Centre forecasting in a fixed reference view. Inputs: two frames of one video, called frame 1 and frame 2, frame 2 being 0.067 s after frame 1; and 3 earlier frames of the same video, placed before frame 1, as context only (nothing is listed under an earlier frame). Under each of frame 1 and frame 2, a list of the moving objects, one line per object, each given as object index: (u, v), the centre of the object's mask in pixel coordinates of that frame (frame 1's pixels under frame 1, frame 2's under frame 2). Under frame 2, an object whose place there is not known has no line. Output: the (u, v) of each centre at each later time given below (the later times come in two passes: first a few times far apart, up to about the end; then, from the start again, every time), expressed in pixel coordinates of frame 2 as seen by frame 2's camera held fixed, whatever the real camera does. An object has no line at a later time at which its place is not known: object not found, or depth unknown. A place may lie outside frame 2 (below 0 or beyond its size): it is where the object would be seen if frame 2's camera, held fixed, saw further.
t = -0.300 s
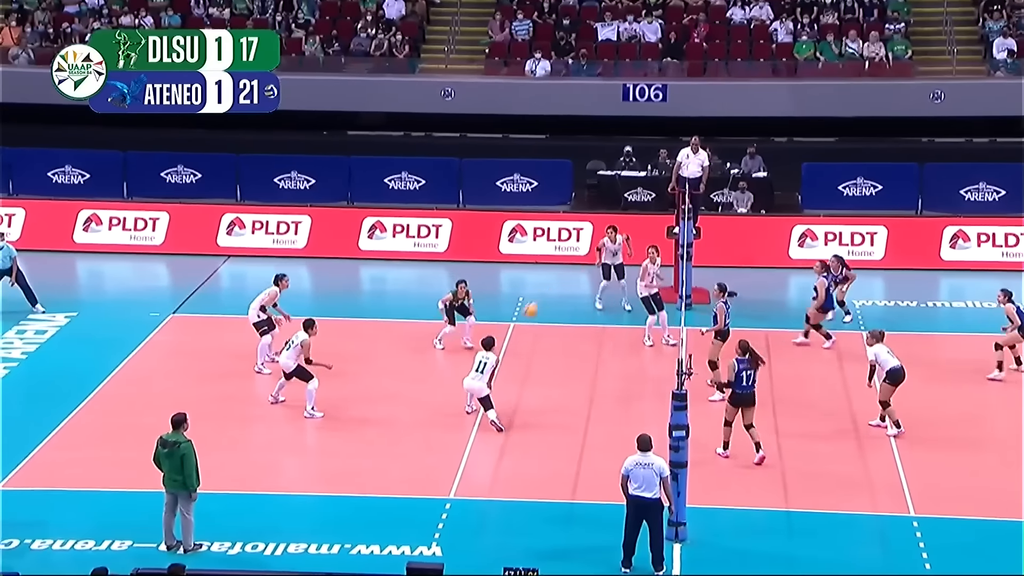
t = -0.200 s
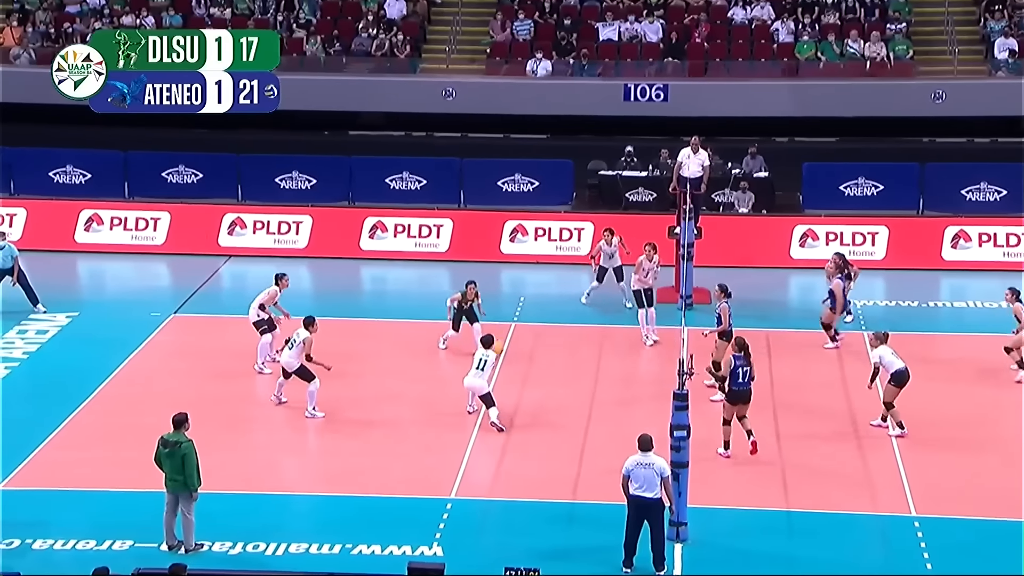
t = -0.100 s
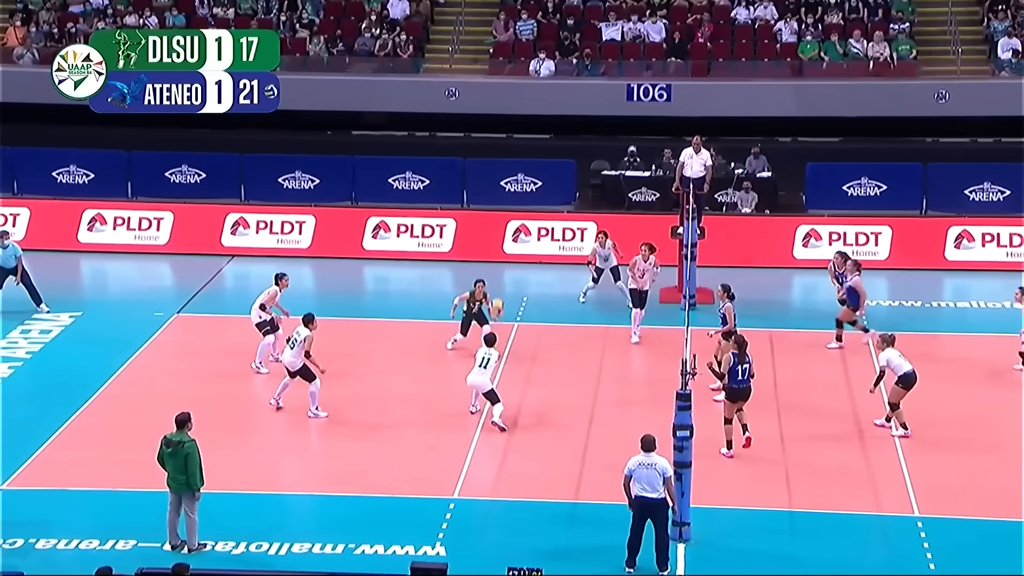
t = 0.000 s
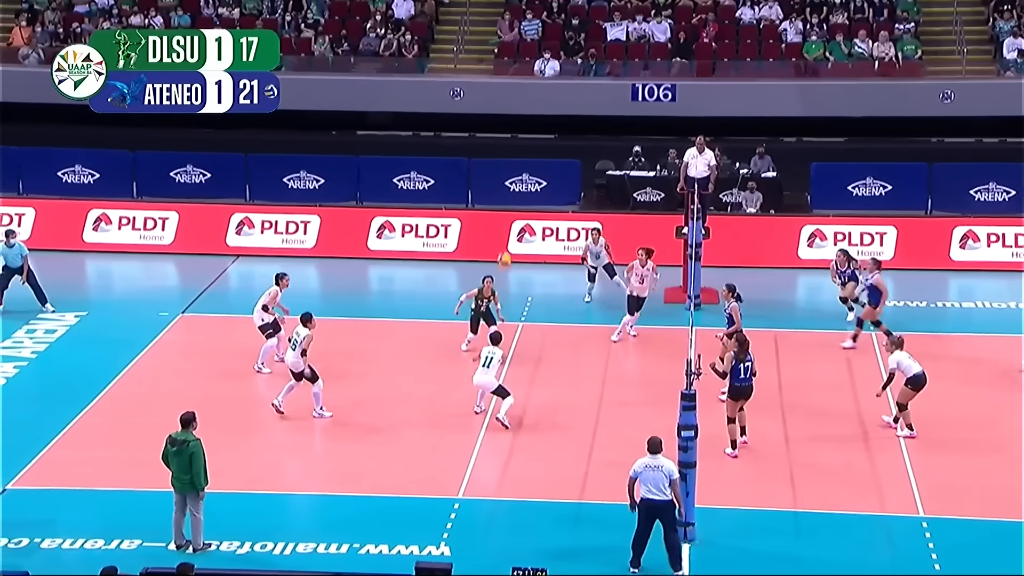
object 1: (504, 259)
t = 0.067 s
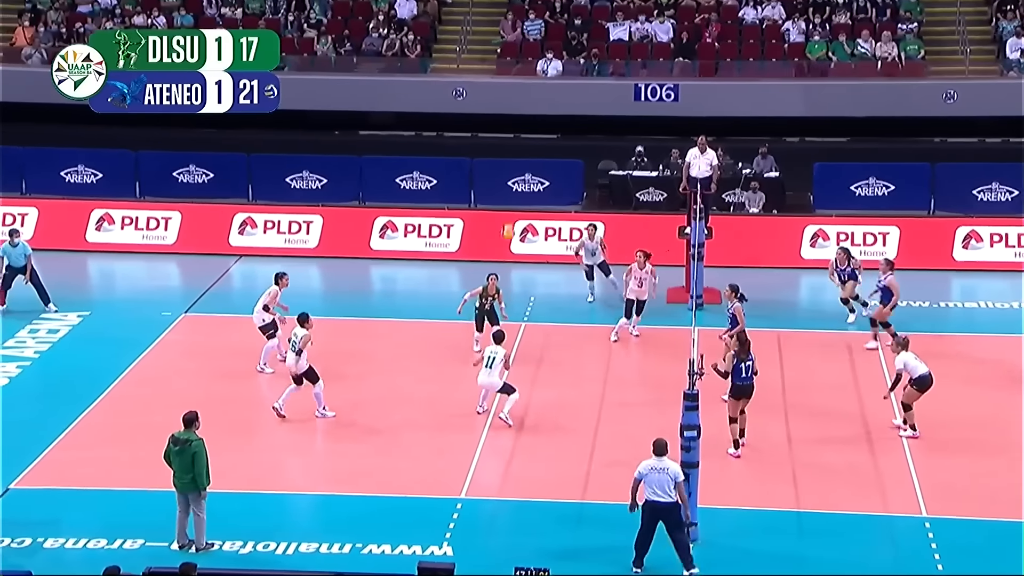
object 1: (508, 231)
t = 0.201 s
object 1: (511, 185)
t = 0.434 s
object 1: (516, 132)
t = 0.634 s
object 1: (519, 114)
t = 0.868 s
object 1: (523, 125)
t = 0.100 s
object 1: (509, 218)
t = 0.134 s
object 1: (510, 206)
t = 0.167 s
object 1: (510, 196)
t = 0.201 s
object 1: (511, 185)
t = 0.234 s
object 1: (512, 175)
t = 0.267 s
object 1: (512, 166)
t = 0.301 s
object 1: (513, 158)
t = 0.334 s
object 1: (513, 151)
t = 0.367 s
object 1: (514, 144)
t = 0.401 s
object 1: (515, 137)
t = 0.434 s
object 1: (516, 132)
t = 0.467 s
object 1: (516, 127)
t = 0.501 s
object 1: (517, 123)
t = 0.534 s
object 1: (517, 120)
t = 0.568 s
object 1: (518, 117)
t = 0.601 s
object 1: (519, 115)
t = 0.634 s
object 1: (519, 114)
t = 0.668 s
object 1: (520, 113)
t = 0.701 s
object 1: (520, 113)
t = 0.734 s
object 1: (521, 114)
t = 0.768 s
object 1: (522, 115)
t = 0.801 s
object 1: (522, 118)
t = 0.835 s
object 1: (523, 121)
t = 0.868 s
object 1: (523, 125)
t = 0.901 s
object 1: (524, 129)
